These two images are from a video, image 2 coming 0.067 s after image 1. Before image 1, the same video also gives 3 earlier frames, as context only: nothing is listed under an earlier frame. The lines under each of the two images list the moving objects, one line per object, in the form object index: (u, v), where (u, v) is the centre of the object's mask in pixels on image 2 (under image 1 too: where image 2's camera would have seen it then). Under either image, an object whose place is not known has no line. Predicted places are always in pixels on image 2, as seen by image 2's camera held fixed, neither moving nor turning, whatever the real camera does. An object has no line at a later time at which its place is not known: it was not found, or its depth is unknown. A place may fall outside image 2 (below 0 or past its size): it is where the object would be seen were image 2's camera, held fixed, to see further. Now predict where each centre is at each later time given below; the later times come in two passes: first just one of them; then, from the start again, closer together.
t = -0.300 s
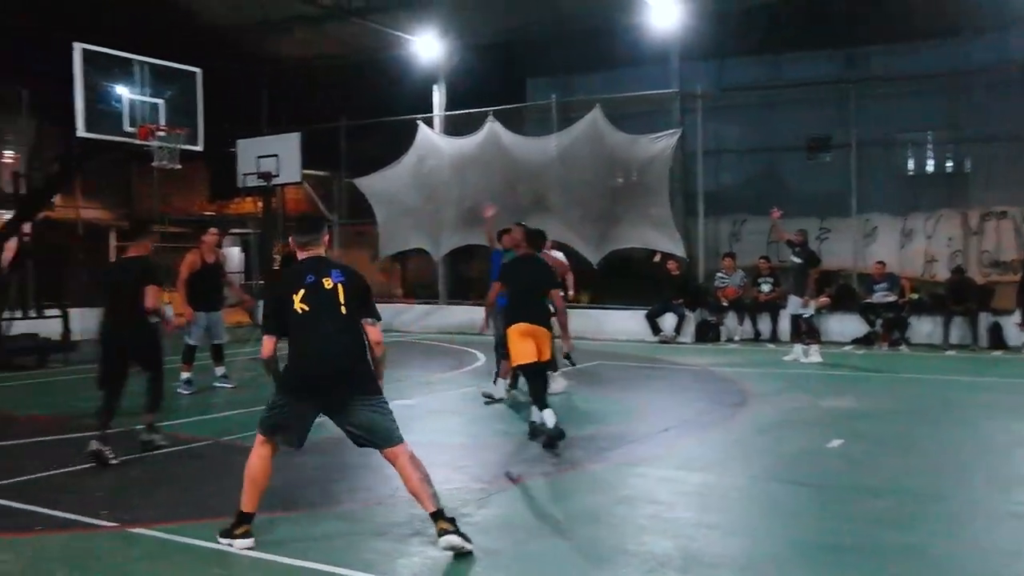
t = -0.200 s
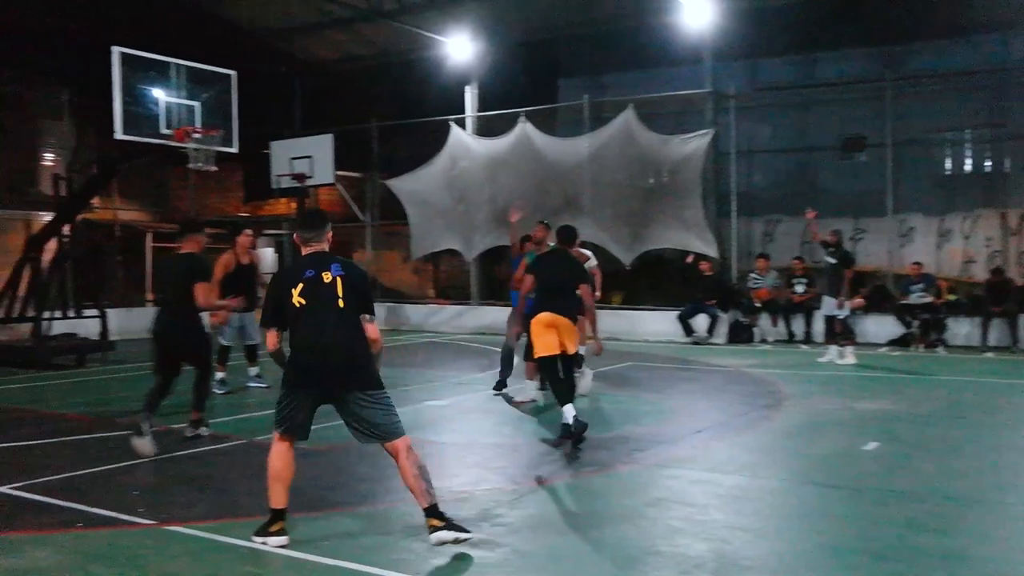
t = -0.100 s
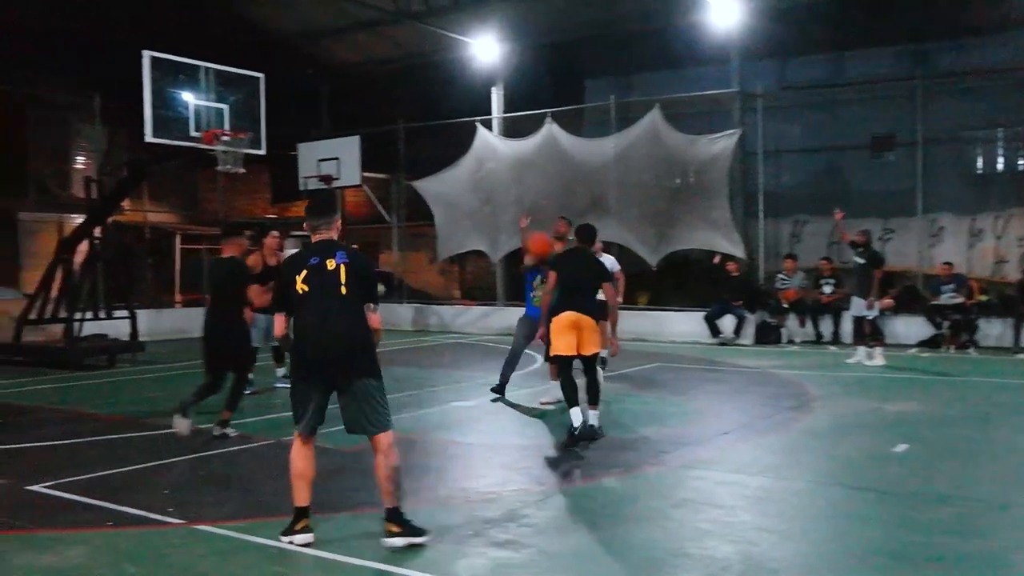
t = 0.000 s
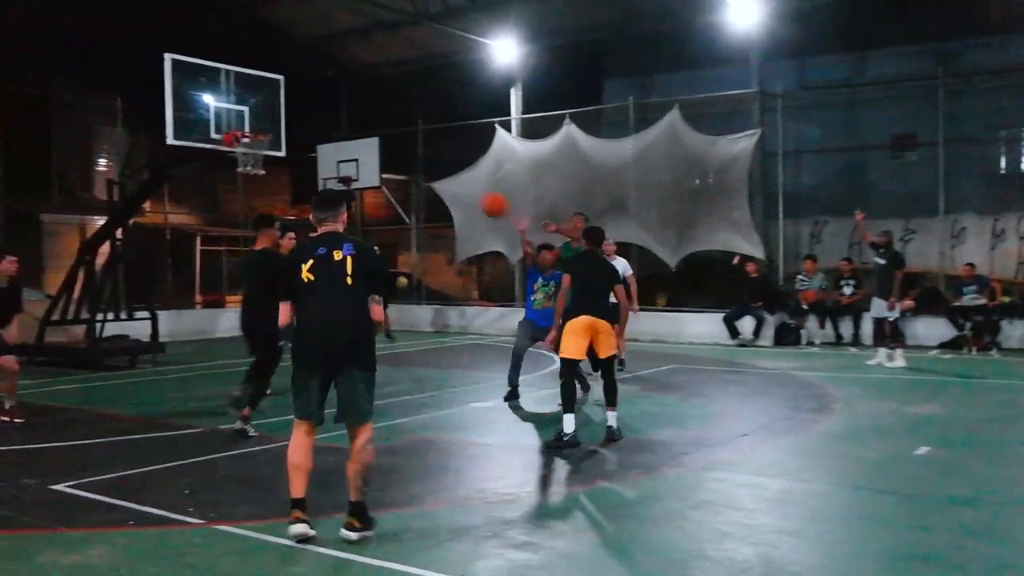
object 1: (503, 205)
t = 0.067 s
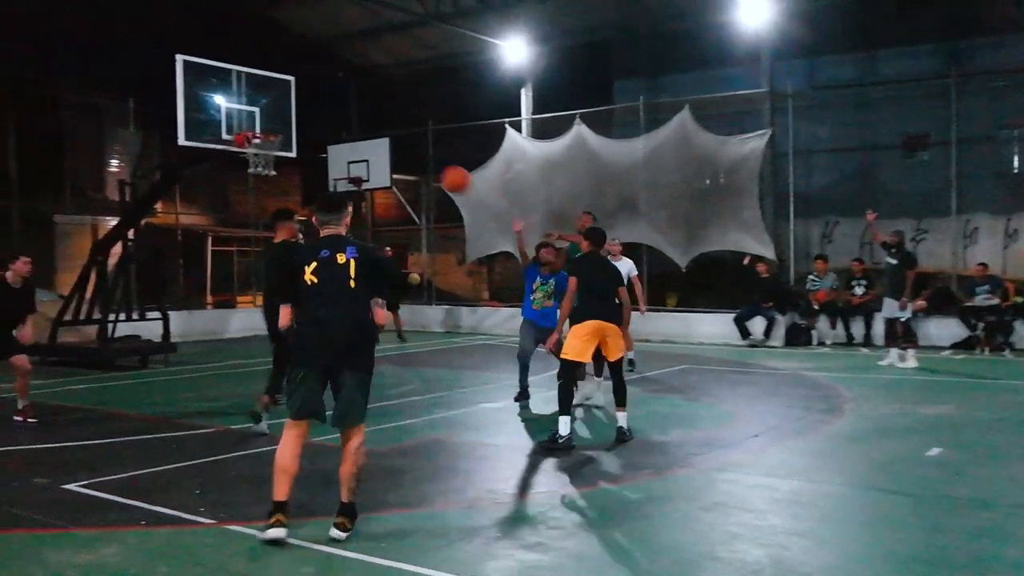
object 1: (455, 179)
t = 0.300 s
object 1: (248, 111)
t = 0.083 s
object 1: (442, 172)
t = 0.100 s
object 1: (430, 167)
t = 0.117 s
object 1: (417, 161)
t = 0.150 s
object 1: (390, 151)
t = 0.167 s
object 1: (373, 145)
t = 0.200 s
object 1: (344, 135)
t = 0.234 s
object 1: (314, 126)
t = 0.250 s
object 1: (296, 122)
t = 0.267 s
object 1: (279, 118)
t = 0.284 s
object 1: (265, 115)
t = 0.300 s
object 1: (248, 111)
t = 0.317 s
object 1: (229, 109)
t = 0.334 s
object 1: (207, 105)
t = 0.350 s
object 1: (191, 103)
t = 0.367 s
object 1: (171, 100)
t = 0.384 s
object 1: (152, 98)
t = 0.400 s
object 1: (132, 96)
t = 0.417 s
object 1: (112, 95)
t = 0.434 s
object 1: (90, 93)
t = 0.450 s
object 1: (68, 92)
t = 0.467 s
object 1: (45, 92)
